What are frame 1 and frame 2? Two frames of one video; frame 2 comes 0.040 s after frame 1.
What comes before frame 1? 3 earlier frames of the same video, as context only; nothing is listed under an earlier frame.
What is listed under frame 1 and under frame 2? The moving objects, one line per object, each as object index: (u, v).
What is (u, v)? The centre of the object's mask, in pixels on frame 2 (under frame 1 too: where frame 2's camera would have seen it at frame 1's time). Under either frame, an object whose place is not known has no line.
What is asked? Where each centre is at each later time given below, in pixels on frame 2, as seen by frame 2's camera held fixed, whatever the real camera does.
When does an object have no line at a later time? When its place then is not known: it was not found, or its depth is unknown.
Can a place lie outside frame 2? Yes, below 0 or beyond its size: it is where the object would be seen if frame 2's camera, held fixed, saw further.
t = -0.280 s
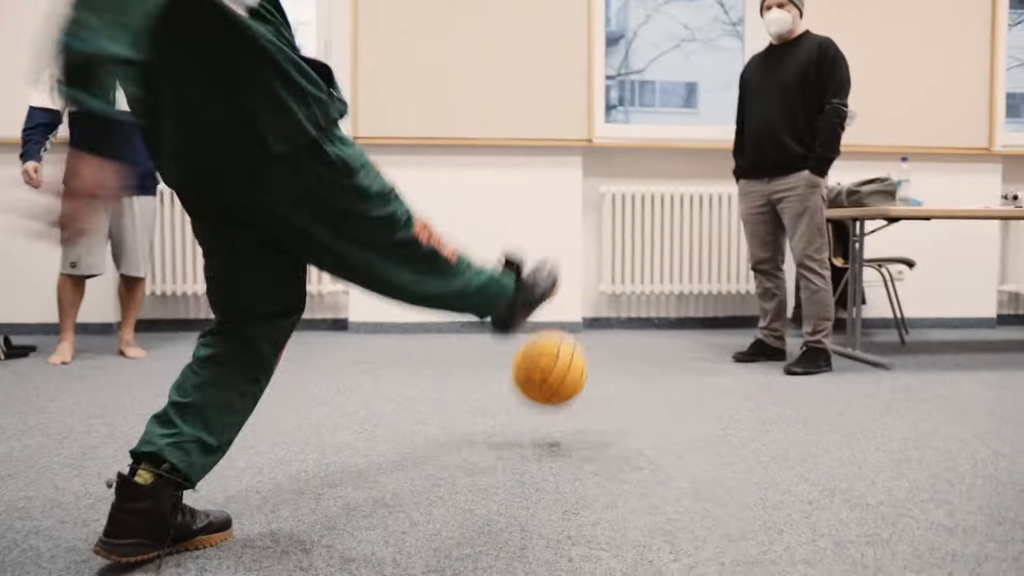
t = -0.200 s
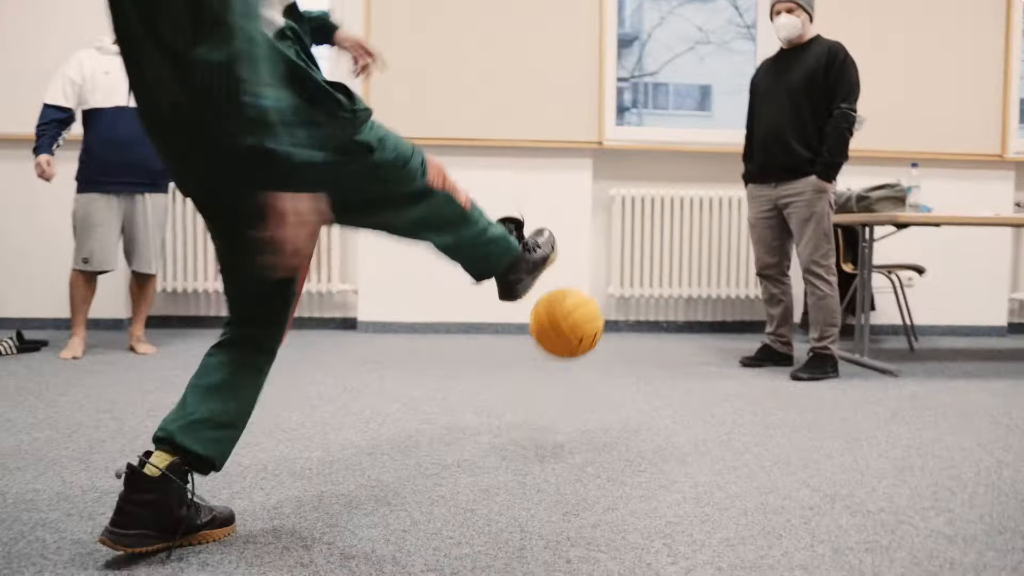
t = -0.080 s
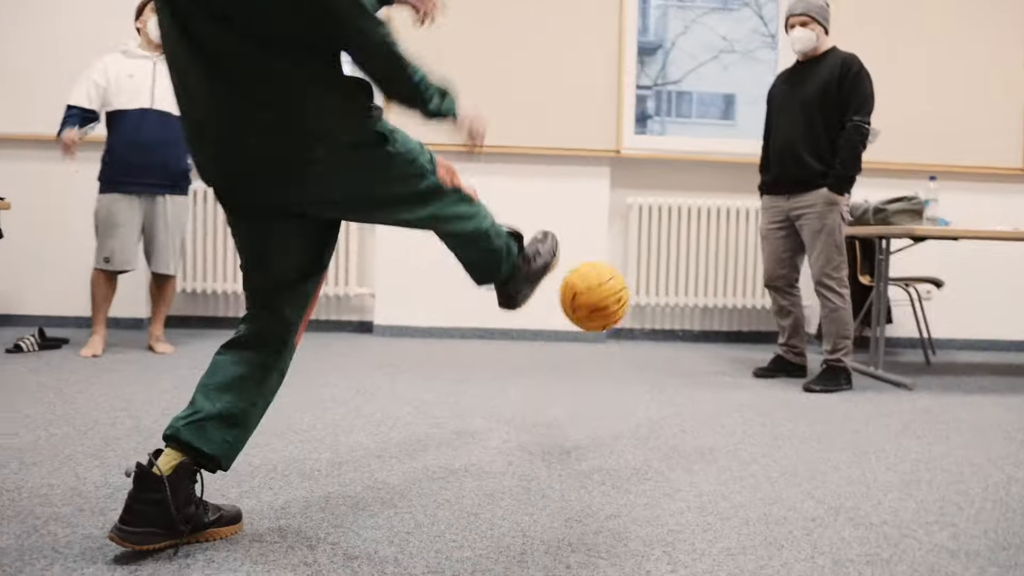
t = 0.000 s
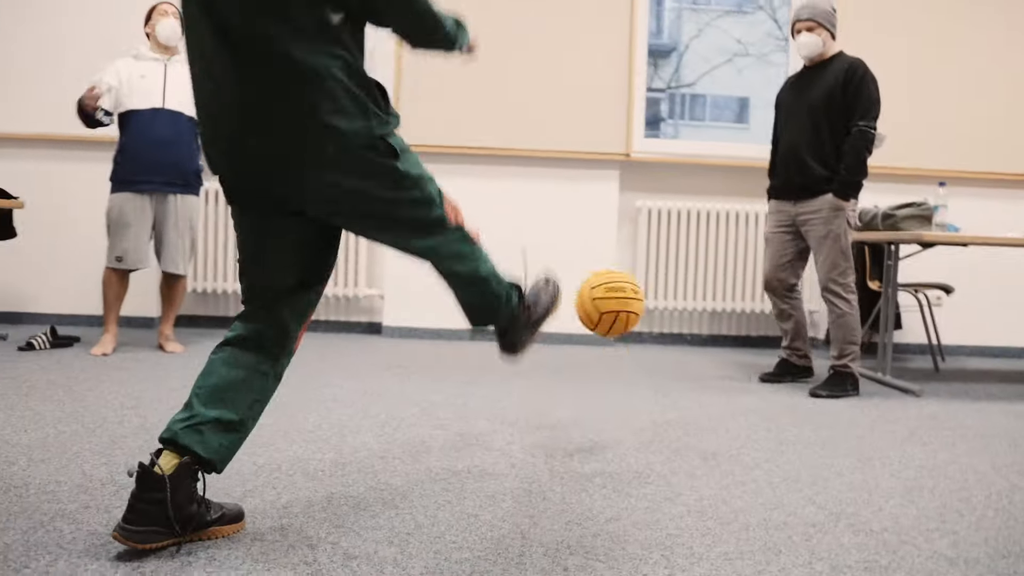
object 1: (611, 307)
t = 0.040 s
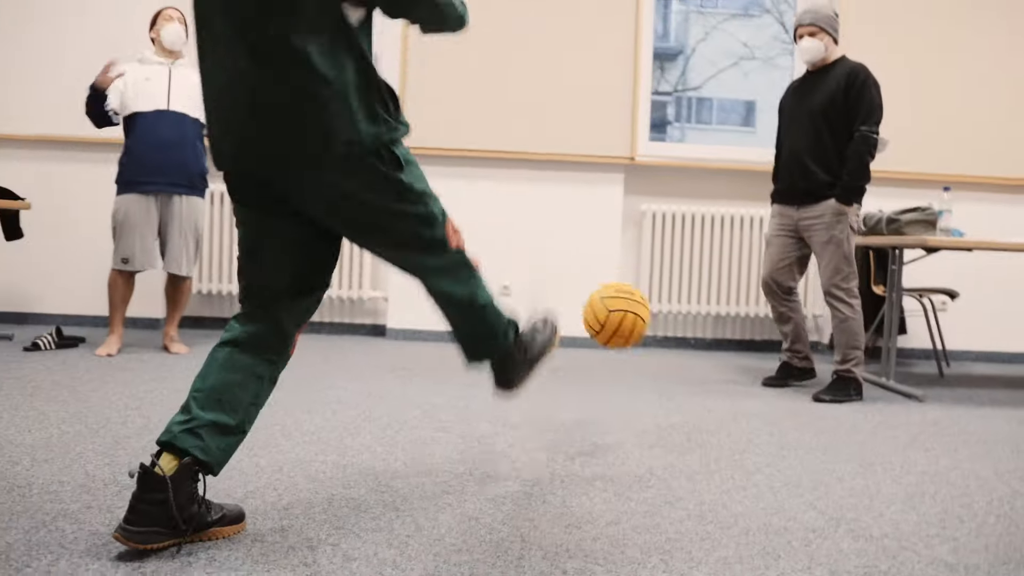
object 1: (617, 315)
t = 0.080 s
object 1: (622, 328)
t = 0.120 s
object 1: (626, 345)
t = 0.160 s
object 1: (629, 365)
